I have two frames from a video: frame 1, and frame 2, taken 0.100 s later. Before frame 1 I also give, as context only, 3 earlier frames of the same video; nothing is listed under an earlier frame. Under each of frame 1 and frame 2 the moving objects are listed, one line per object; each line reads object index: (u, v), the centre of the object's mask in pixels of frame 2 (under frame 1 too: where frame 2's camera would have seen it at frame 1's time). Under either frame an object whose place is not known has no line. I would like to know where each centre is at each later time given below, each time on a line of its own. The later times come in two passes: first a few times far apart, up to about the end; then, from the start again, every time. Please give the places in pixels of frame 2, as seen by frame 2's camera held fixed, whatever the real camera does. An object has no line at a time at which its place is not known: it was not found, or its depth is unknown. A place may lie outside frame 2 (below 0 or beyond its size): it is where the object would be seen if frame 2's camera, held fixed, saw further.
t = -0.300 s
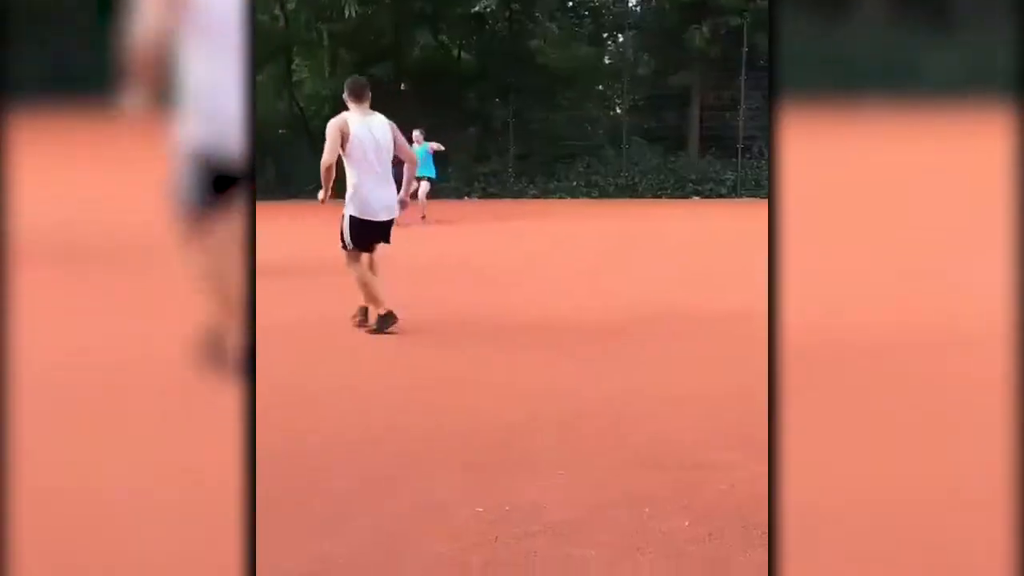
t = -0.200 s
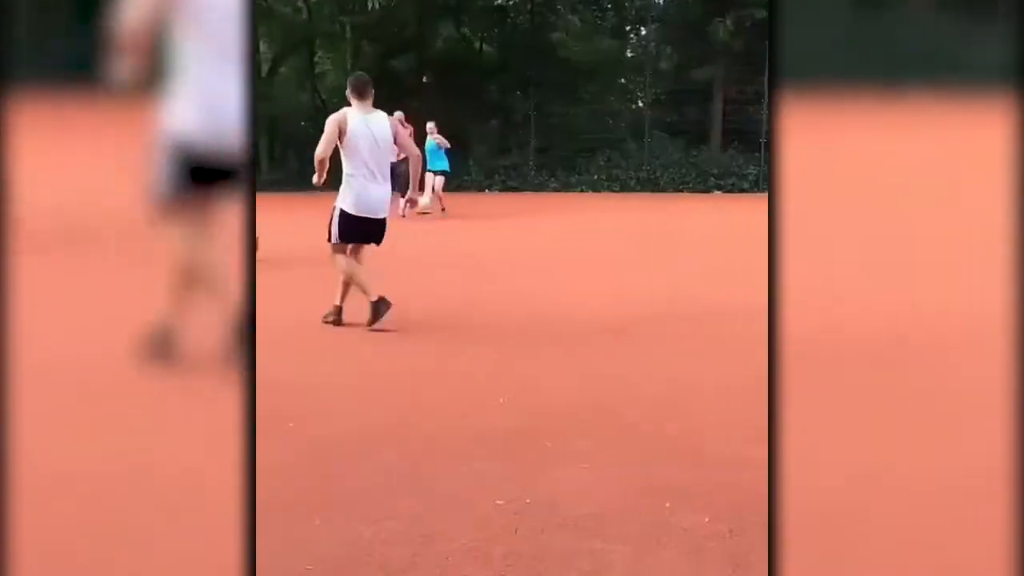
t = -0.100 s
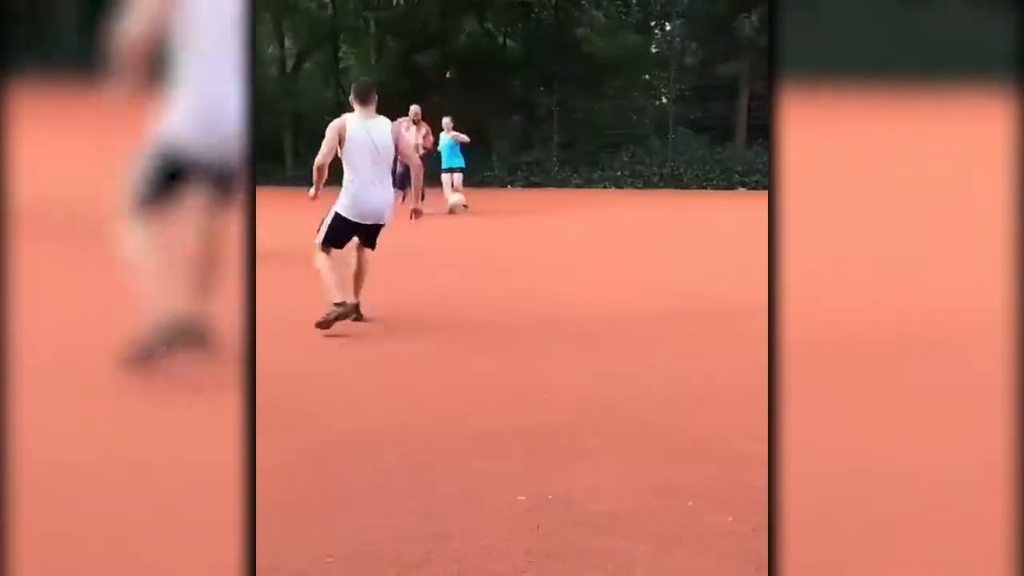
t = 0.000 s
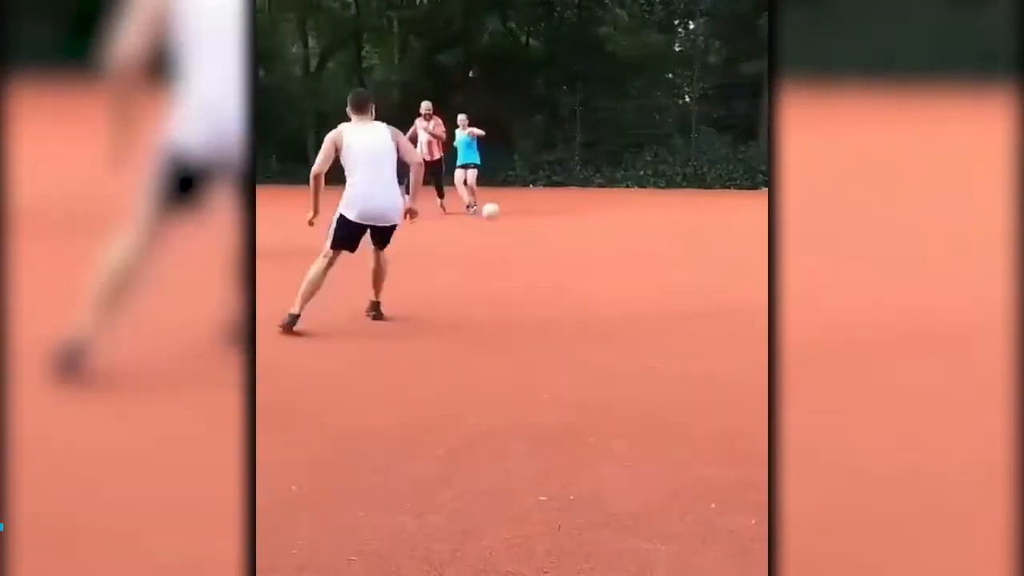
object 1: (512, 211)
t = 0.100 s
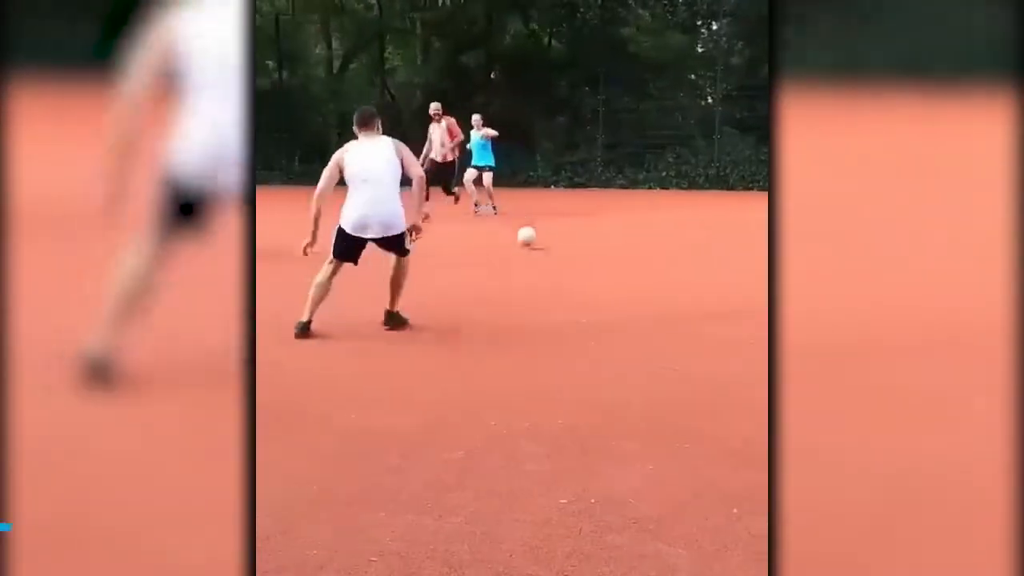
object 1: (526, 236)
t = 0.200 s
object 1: (536, 236)
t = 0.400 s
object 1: (559, 251)
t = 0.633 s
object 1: (597, 284)
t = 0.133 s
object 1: (531, 239)
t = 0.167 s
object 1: (533, 237)
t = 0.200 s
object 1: (536, 236)
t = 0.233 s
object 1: (540, 235)
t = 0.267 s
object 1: (543, 235)
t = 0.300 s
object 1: (547, 237)
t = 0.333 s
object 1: (551, 240)
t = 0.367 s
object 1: (555, 244)
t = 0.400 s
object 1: (559, 251)
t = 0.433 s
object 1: (564, 258)
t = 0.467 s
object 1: (568, 268)
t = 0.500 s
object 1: (573, 280)
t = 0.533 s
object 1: (578, 280)
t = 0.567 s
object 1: (584, 280)
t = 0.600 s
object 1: (590, 281)
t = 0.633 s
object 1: (597, 284)
